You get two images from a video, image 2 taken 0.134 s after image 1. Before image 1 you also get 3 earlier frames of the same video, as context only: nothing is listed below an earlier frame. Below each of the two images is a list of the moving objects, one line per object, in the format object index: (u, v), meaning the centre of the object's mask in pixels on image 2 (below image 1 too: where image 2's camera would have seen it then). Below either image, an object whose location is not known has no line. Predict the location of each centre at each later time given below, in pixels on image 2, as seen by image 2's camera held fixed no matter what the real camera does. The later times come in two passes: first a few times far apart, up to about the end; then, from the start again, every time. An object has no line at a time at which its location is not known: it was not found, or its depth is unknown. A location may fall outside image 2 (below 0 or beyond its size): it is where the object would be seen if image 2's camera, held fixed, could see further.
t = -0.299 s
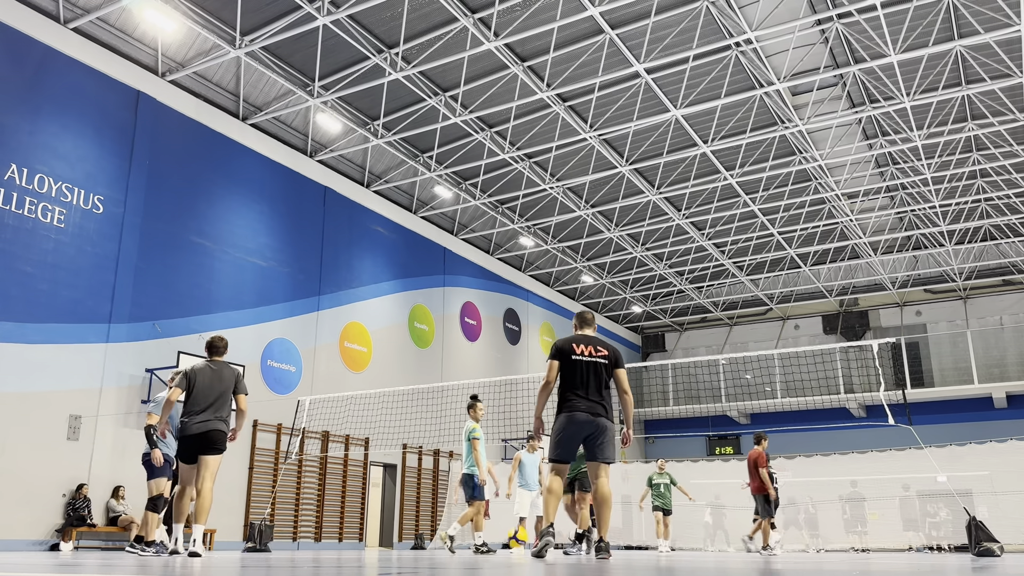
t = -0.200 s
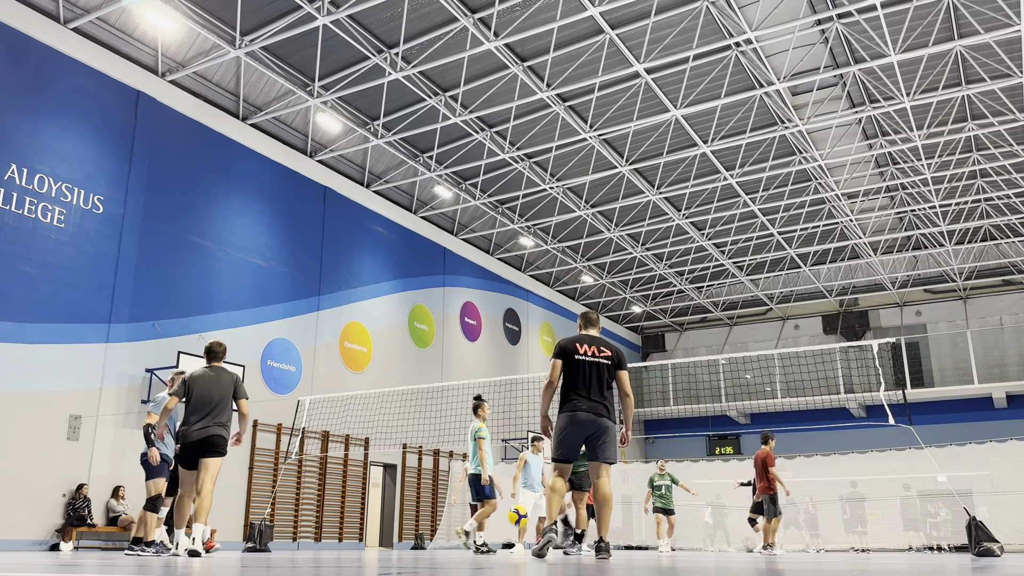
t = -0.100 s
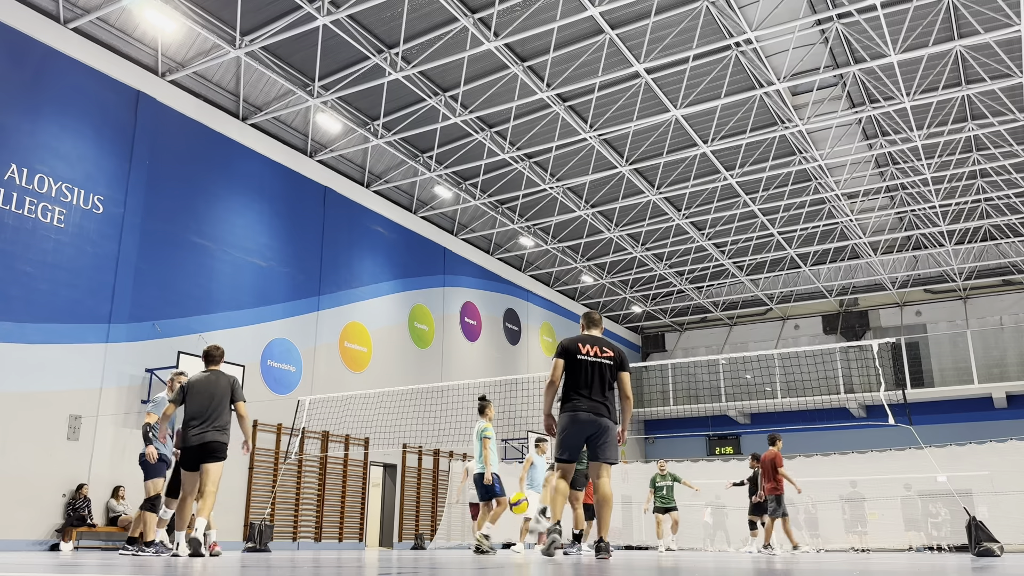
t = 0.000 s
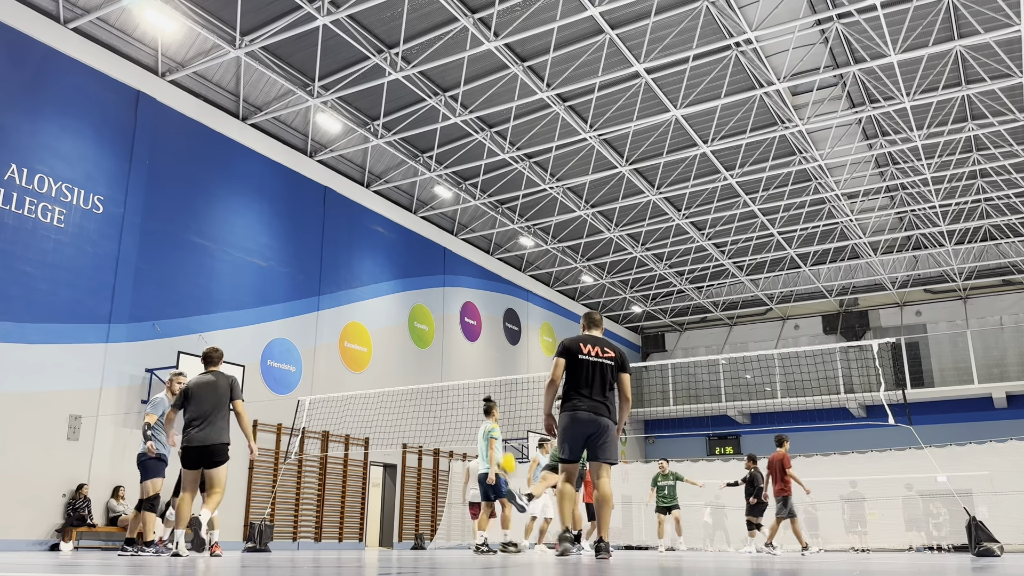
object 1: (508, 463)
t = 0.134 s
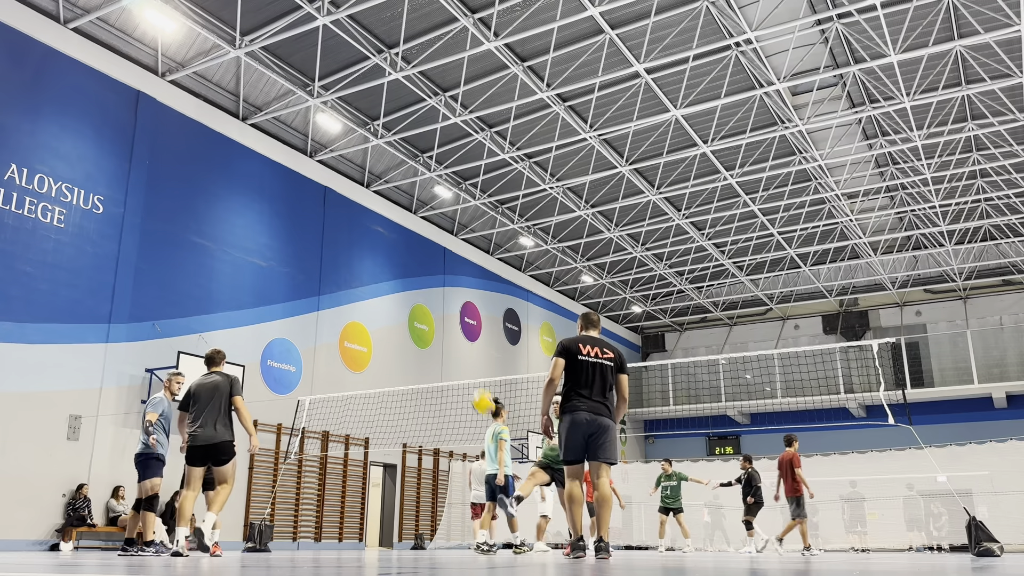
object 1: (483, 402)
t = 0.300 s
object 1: (451, 346)
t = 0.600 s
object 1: (386, 310)
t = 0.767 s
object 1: (338, 336)
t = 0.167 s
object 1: (477, 389)
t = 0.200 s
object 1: (471, 376)
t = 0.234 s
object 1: (464, 366)
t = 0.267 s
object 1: (457, 356)
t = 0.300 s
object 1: (451, 346)
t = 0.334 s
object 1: (444, 337)
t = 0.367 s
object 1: (438, 329)
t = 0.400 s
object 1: (431, 323)
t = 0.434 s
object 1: (423, 317)
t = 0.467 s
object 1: (417, 314)
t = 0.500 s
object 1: (409, 311)
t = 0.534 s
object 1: (402, 309)
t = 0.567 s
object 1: (394, 309)
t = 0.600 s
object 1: (386, 310)
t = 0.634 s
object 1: (377, 312)
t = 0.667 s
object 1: (368, 315)
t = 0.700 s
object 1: (360, 320)
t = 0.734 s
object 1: (348, 328)
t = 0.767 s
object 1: (338, 336)
